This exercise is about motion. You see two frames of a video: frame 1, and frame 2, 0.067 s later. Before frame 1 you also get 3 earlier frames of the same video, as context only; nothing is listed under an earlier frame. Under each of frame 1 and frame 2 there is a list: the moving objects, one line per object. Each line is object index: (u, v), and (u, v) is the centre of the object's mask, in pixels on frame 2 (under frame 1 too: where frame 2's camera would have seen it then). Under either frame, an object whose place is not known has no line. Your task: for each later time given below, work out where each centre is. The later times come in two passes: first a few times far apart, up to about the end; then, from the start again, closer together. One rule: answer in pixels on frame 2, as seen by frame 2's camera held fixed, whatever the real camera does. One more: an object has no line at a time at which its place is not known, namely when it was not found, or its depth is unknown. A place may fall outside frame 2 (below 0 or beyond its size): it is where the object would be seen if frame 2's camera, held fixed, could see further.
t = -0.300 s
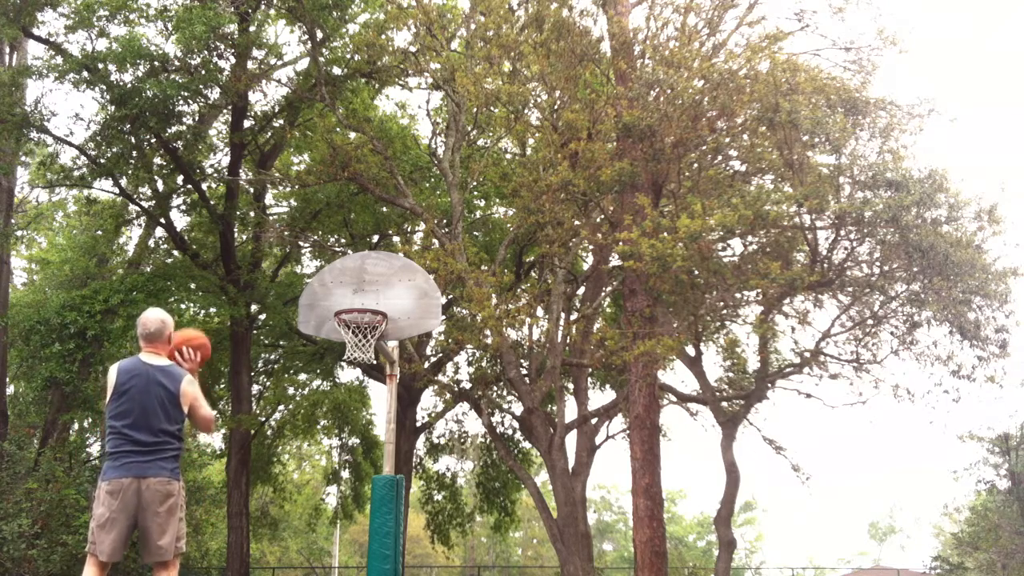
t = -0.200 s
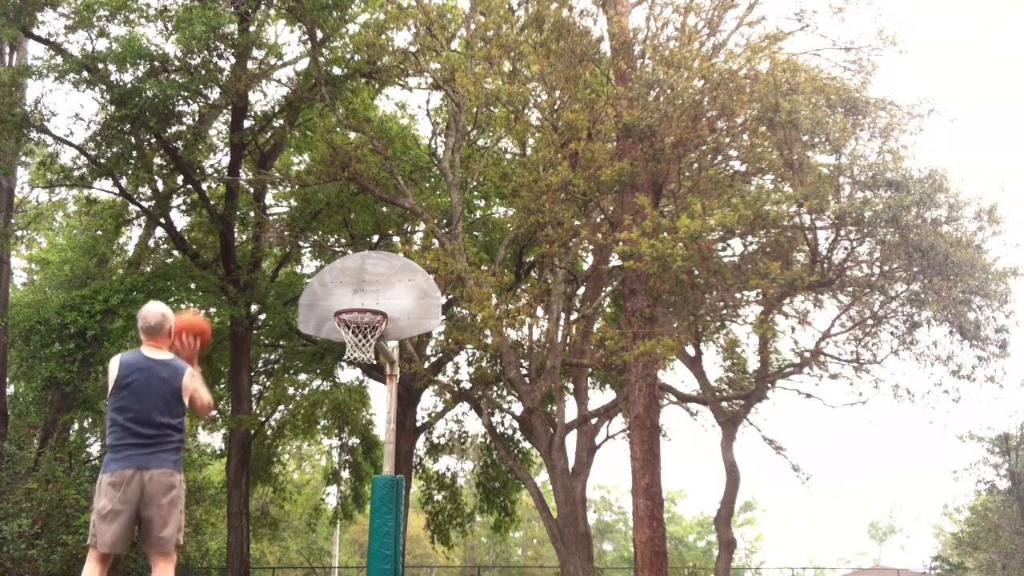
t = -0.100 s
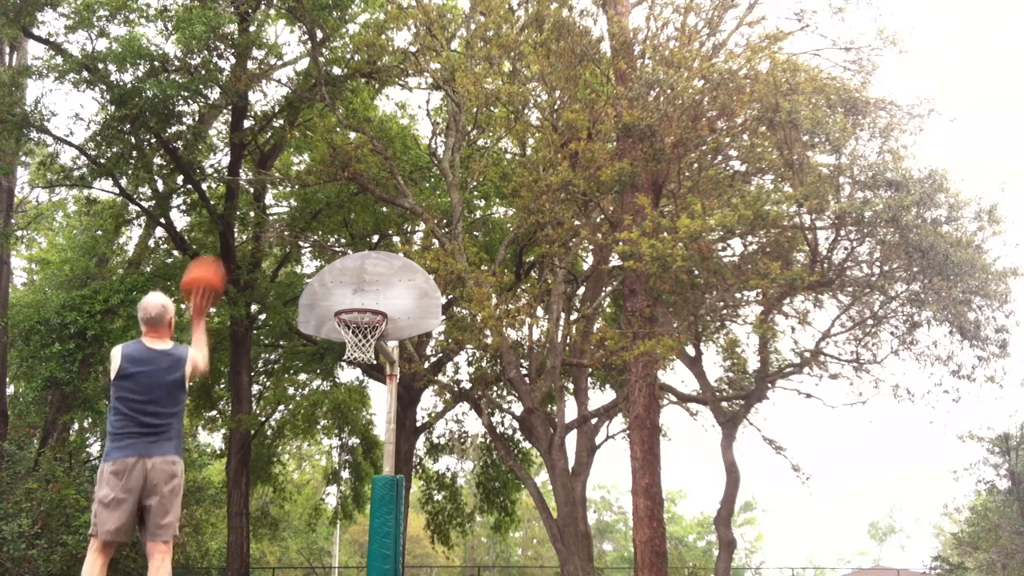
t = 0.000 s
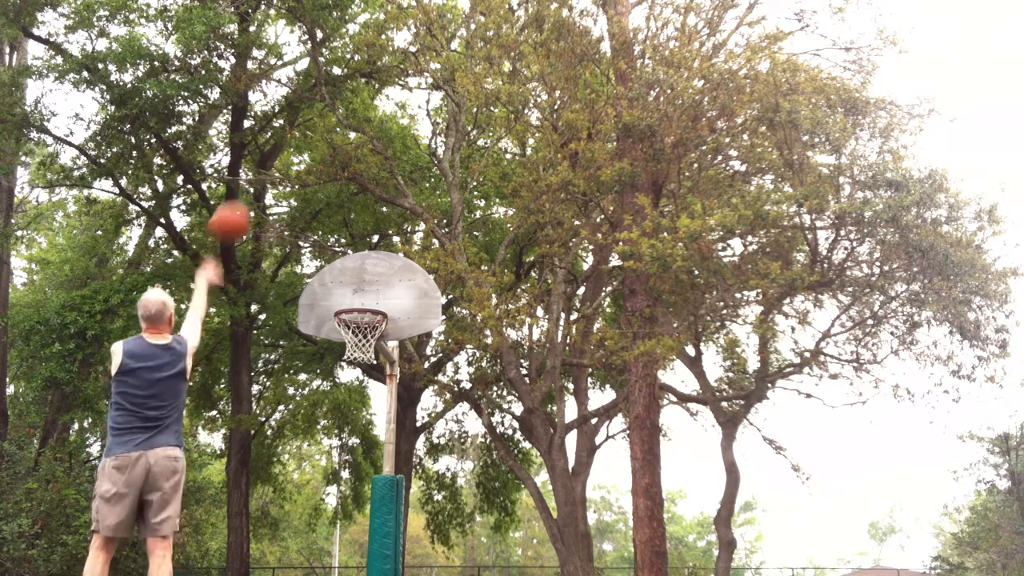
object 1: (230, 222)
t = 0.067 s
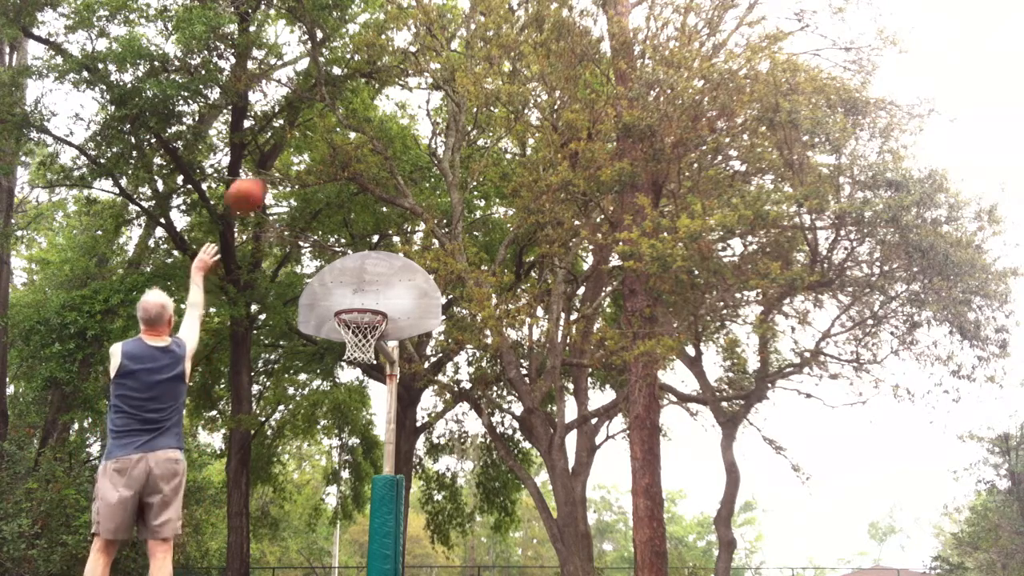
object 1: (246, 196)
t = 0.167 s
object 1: (268, 169)
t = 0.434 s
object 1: (311, 165)
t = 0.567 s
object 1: (327, 191)
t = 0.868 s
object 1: (356, 302)
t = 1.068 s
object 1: (368, 353)
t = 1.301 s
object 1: (378, 429)
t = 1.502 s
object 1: (387, 543)
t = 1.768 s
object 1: (398, 571)
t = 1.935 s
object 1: (403, 524)
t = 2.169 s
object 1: (409, 497)
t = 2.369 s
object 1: (414, 524)
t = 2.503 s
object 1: (415, 567)
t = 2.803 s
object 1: (420, 573)
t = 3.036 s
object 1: (422, 562)
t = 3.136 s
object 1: (423, 568)
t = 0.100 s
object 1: (253, 185)
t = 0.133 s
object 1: (262, 175)
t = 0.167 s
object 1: (268, 169)
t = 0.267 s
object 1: (285, 158)
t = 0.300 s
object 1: (291, 157)
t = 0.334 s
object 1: (297, 157)
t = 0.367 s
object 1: (301, 158)
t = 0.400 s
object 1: (306, 161)
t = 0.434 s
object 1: (311, 165)
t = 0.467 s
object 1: (315, 170)
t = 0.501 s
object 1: (319, 176)
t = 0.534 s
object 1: (323, 182)
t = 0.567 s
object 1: (327, 191)
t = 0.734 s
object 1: (345, 245)
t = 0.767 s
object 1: (346, 257)
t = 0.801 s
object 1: (350, 273)
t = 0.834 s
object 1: (353, 288)
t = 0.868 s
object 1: (356, 302)
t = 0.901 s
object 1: (358, 322)
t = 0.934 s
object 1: (361, 332)
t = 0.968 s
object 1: (363, 342)
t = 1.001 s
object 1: (364, 346)
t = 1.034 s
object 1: (365, 349)
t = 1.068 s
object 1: (368, 353)
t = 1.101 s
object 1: (371, 360)
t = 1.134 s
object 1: (372, 368)
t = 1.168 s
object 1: (373, 377)
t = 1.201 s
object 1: (374, 386)
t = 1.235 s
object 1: (375, 401)
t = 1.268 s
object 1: (376, 415)
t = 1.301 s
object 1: (378, 429)
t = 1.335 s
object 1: (380, 445)
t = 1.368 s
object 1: (381, 459)
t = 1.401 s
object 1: (383, 477)
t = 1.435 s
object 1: (384, 497)
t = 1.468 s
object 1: (386, 520)
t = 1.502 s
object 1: (387, 543)
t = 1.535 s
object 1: (389, 564)
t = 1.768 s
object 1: (398, 571)
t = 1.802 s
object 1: (398, 566)
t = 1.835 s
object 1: (400, 554)
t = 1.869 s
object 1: (401, 543)
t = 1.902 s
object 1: (402, 534)
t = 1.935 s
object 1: (403, 524)
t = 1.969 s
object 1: (405, 516)
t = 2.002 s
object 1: (405, 510)
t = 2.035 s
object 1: (406, 505)
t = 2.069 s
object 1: (407, 501)
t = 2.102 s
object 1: (408, 499)
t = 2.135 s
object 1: (409, 498)
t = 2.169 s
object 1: (409, 497)
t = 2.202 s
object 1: (410, 498)
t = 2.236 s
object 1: (411, 500)
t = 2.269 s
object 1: (412, 505)
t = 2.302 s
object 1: (412, 509)
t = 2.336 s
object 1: (413, 516)
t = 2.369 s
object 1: (414, 524)
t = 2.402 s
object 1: (414, 535)
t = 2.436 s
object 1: (414, 547)
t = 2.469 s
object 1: (414, 560)
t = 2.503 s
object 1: (415, 567)
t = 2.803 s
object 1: (420, 573)
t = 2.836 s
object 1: (421, 570)
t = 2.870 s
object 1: (421, 568)
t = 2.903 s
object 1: (422, 564)
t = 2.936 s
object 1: (421, 563)
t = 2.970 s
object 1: (422, 562)
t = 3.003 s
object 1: (422, 562)
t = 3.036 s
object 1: (422, 562)
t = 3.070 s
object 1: (422, 563)
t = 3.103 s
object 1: (423, 564)
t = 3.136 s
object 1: (423, 568)
